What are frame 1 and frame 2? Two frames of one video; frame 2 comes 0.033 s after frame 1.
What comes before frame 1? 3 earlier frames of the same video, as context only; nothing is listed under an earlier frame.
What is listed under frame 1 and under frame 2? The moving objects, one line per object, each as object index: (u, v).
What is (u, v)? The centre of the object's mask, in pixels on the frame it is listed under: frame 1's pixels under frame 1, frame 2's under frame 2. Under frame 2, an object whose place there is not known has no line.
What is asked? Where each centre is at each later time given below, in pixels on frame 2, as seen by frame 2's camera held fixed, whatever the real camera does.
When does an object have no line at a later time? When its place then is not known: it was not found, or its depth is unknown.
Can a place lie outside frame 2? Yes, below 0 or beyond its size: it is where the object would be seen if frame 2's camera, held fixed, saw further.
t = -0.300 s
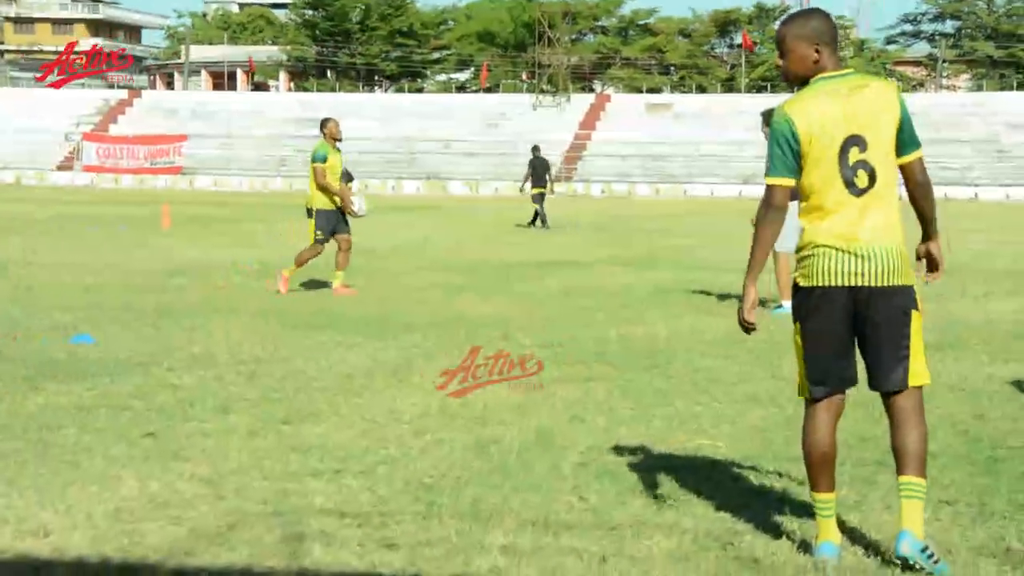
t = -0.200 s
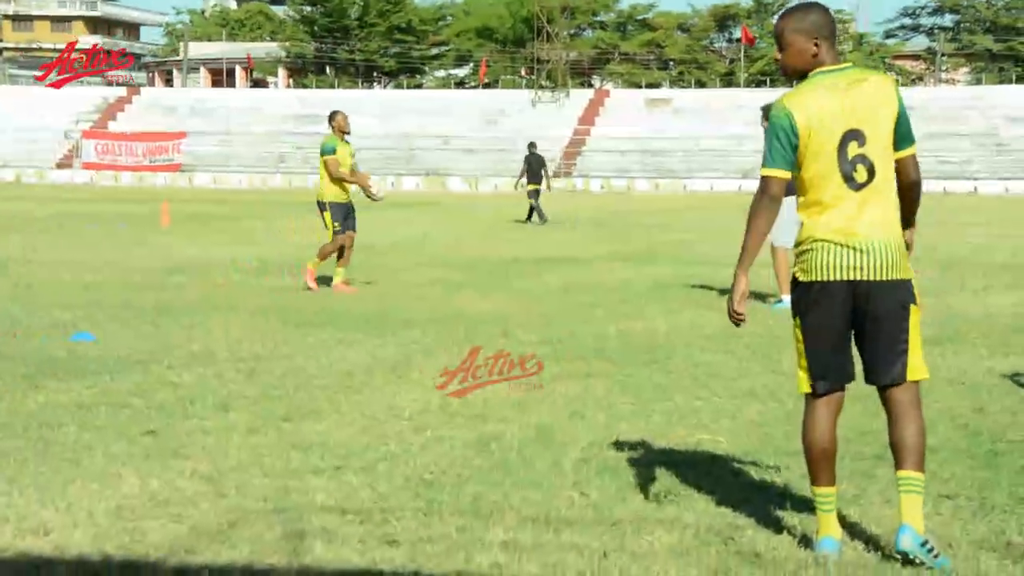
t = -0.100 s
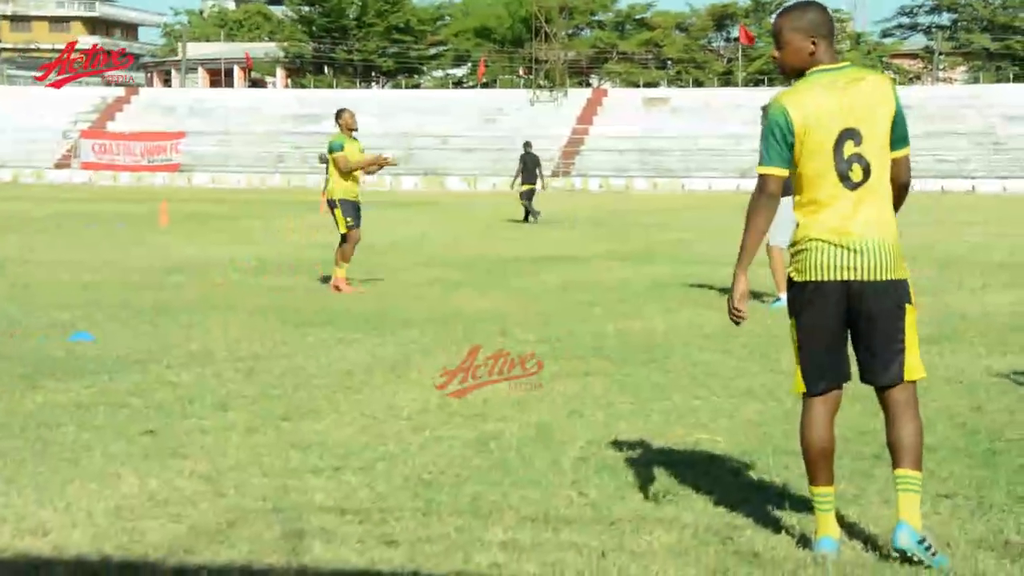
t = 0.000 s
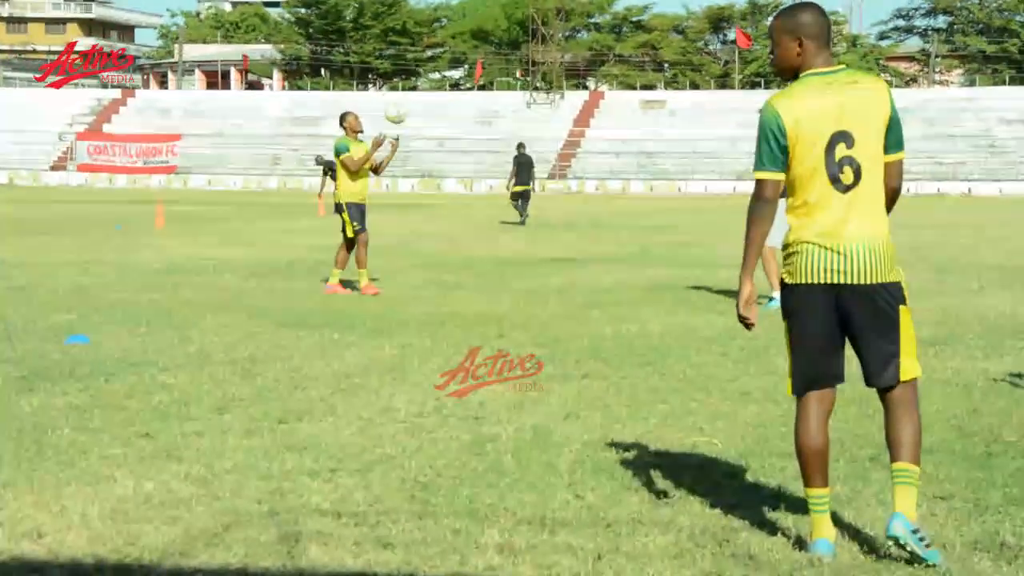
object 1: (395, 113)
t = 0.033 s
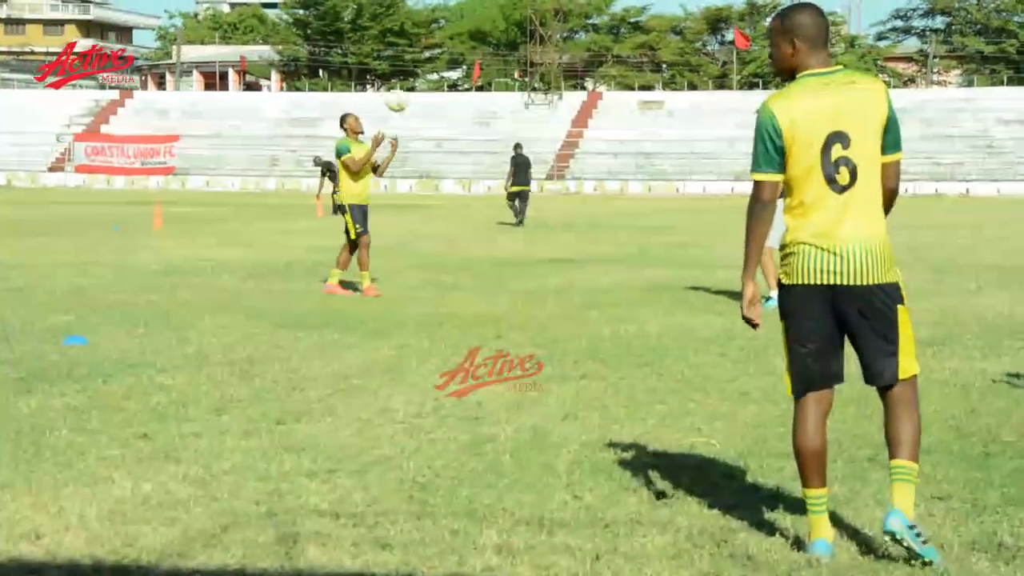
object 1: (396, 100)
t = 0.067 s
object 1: (399, 88)
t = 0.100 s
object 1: (401, 78)
